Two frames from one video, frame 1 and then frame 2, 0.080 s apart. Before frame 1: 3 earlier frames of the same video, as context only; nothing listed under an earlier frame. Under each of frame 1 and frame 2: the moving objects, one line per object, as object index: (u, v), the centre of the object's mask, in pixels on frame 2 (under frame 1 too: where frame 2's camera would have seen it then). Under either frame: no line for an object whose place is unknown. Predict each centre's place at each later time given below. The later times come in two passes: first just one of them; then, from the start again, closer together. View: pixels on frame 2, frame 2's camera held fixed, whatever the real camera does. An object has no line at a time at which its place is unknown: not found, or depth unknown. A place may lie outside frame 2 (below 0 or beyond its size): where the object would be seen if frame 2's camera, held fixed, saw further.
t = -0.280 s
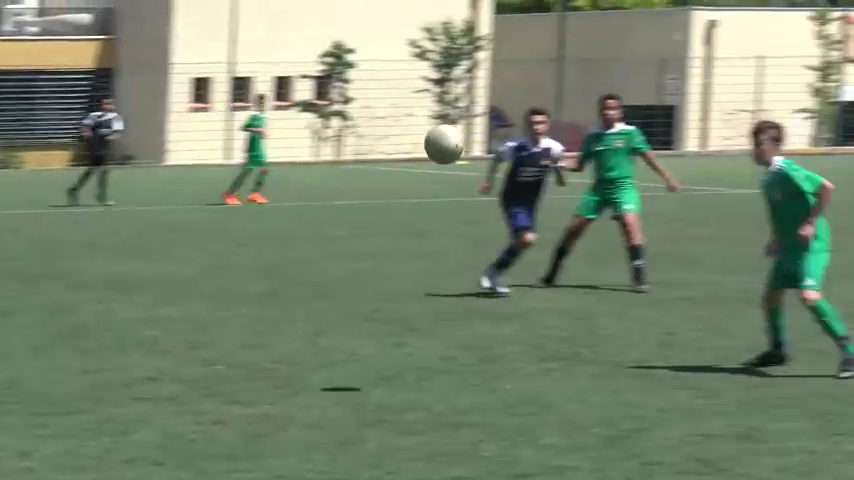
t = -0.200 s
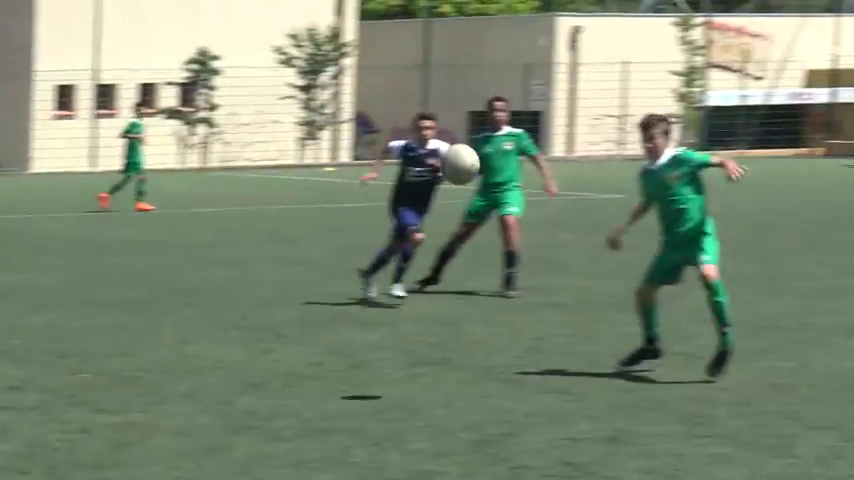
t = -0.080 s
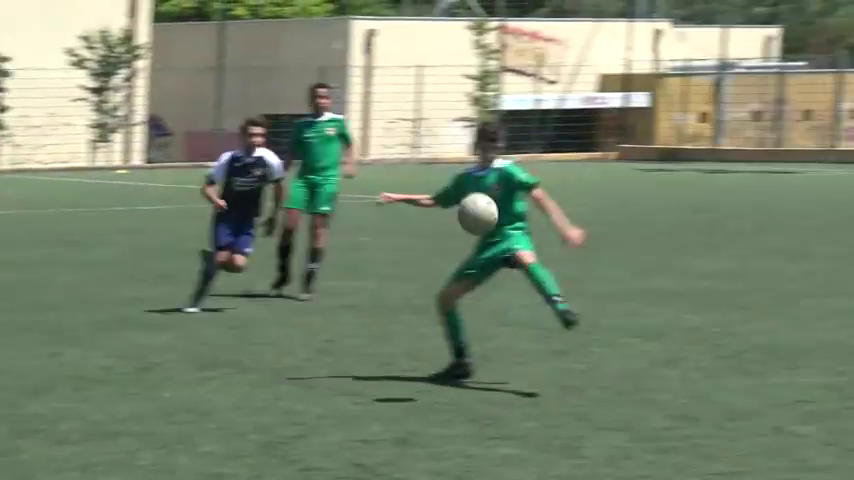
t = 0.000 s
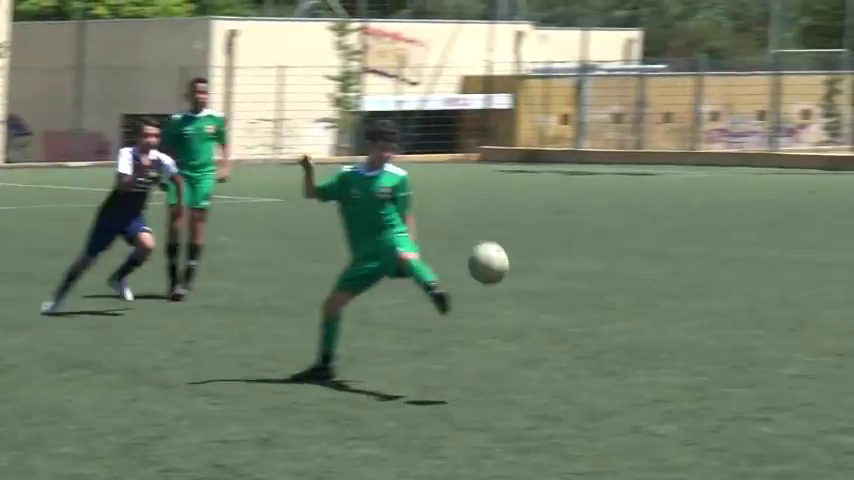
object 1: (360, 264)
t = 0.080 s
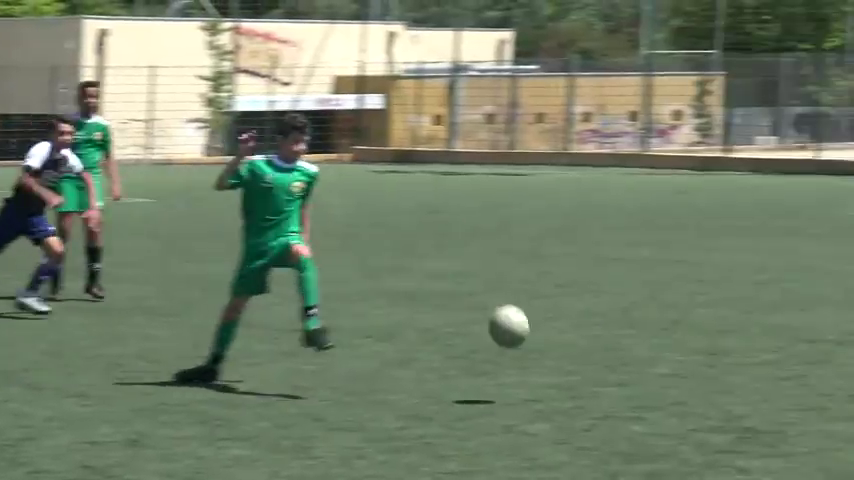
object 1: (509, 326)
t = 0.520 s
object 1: (1003, 197)
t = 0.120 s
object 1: (581, 362)
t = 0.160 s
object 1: (642, 374)
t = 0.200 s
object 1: (684, 343)
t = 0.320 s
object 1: (809, 262)
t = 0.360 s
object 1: (848, 242)
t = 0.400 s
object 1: (887, 226)
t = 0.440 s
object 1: (925, 213)
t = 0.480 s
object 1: (965, 204)
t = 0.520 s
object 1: (1003, 197)
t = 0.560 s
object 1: (1042, 194)
